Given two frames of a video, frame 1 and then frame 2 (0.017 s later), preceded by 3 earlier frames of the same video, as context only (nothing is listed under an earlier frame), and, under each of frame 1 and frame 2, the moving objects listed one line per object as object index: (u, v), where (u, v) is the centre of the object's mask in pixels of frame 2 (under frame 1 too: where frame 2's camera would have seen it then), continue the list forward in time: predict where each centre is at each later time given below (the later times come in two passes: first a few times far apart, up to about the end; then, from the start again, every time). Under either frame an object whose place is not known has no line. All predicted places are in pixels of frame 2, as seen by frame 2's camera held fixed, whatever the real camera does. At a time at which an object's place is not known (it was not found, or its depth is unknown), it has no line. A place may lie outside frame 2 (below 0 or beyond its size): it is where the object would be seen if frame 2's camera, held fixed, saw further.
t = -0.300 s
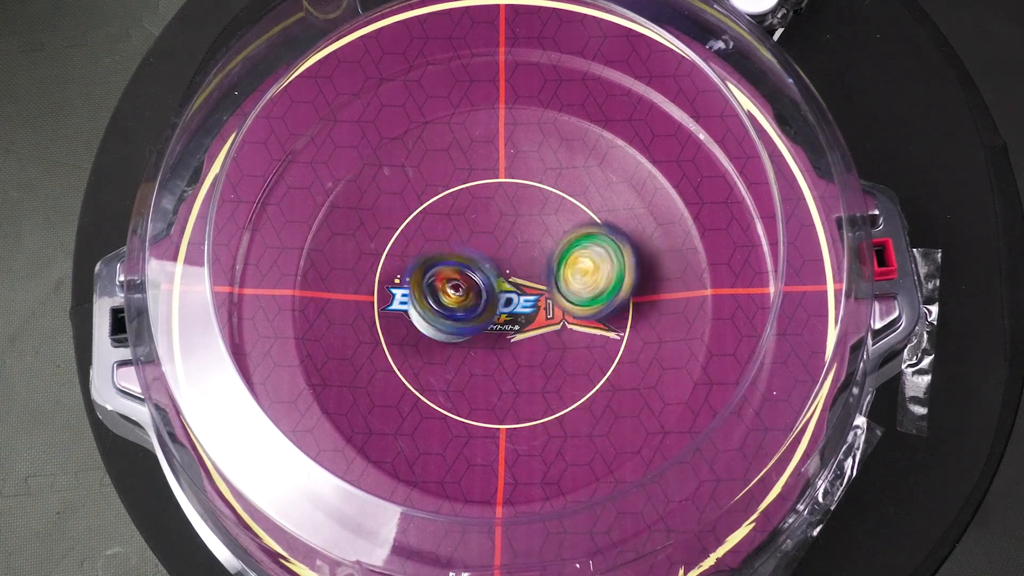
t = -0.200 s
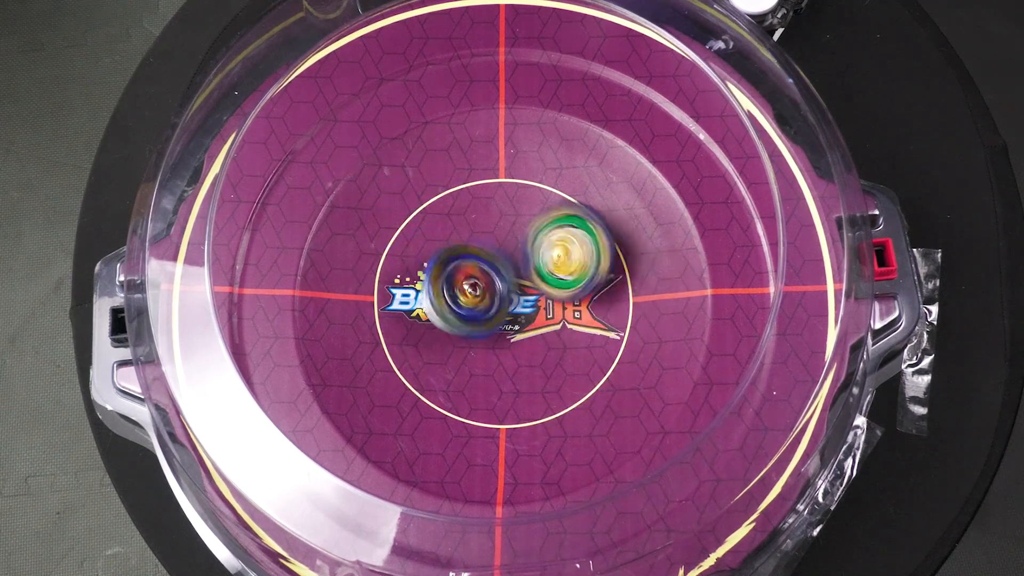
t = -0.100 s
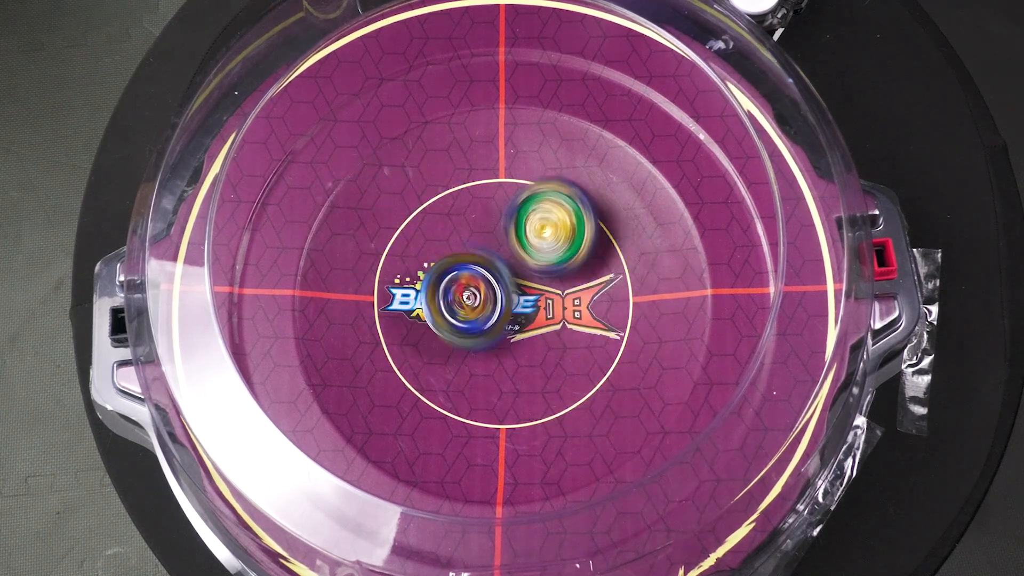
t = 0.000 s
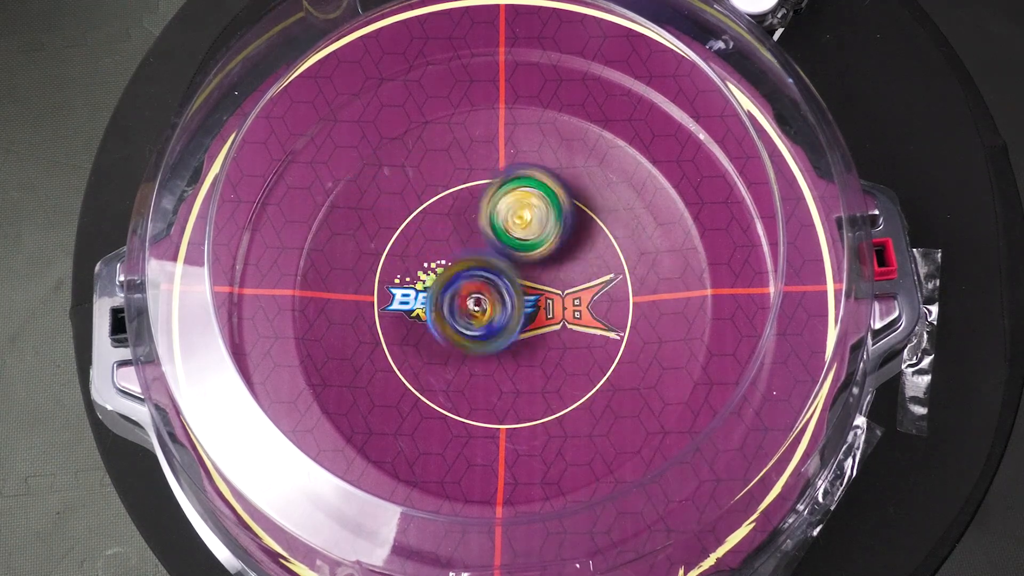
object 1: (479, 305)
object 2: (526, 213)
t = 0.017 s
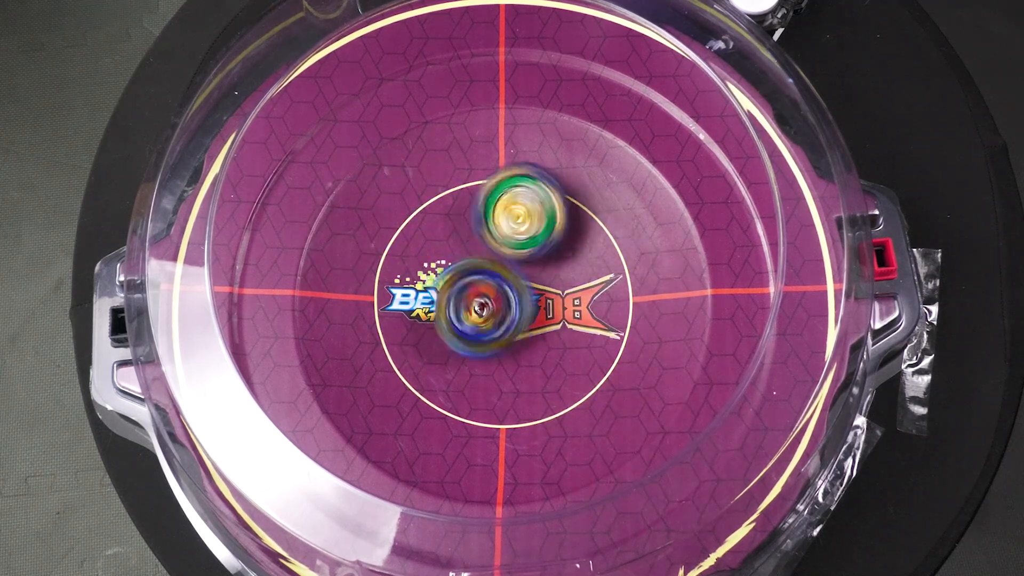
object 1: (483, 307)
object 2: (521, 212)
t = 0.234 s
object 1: (509, 314)
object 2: (467, 230)
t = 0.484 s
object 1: (531, 327)
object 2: (431, 283)
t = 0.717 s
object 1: (542, 322)
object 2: (418, 315)
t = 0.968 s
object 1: (548, 279)
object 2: (466, 334)
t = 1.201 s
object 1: (480, 264)
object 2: (509, 353)
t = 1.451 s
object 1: (458, 276)
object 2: (544, 334)
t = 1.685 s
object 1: (468, 266)
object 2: (552, 318)
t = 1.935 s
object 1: (469, 265)
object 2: (555, 316)
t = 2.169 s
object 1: (469, 265)
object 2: (551, 321)
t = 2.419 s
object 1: (469, 265)
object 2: (552, 320)
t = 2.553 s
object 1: (469, 265)
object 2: (552, 320)
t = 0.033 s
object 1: (485, 311)
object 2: (517, 212)
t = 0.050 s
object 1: (485, 311)
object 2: (513, 212)
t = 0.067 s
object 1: (485, 309)
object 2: (508, 212)
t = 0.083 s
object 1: (490, 306)
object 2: (503, 212)
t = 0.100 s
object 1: (493, 306)
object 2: (498, 212)
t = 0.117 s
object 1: (497, 305)
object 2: (494, 213)
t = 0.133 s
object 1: (501, 311)
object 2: (490, 216)
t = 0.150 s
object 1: (500, 312)
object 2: (485, 217)
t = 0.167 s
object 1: (501, 311)
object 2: (481, 221)
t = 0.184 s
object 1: (500, 310)
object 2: (477, 222)
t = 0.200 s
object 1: (504, 308)
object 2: (473, 225)
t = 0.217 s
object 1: (506, 309)
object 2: (469, 226)
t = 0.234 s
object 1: (509, 314)
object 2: (467, 230)
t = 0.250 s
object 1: (513, 317)
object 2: (462, 232)
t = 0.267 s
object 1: (515, 320)
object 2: (459, 236)
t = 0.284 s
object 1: (518, 321)
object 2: (456, 239)
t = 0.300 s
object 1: (519, 322)
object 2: (453, 242)
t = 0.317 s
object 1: (521, 321)
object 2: (450, 246)
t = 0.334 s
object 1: (524, 321)
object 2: (448, 248)
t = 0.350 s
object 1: (526, 320)
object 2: (446, 252)
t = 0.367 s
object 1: (527, 321)
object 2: (444, 257)
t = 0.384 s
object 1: (529, 323)
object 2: (442, 261)
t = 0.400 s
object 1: (527, 326)
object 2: (442, 265)
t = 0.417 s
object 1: (525, 328)
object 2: (441, 271)
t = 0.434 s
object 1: (524, 328)
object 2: (440, 275)
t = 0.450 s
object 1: (524, 327)
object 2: (437, 278)
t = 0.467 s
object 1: (526, 326)
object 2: (435, 281)
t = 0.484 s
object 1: (531, 327)
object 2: (431, 283)
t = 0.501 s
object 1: (534, 328)
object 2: (428, 286)
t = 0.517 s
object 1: (536, 327)
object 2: (424, 289)
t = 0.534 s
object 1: (539, 330)
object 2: (422, 291)
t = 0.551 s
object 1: (538, 332)
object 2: (420, 294)
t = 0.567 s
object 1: (535, 333)
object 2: (419, 297)
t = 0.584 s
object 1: (533, 335)
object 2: (419, 299)
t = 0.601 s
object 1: (528, 336)
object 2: (420, 301)
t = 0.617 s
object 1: (525, 335)
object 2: (421, 303)
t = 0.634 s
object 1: (523, 331)
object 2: (421, 305)
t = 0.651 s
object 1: (527, 330)
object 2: (420, 306)
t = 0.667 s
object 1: (530, 328)
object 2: (416, 309)
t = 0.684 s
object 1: (534, 325)
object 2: (415, 311)
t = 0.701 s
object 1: (539, 324)
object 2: (415, 313)
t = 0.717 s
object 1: (542, 322)
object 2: (418, 315)
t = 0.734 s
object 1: (543, 321)
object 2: (420, 316)
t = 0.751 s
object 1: (544, 321)
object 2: (422, 318)
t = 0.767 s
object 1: (545, 320)
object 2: (424, 320)
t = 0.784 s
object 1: (544, 319)
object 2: (428, 322)
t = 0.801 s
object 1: (546, 317)
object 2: (431, 322)
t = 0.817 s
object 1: (547, 315)
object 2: (435, 323)
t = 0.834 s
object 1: (547, 312)
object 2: (439, 324)
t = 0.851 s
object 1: (546, 310)
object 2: (444, 325)
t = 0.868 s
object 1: (545, 307)
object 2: (449, 327)
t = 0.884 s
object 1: (546, 303)
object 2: (452, 328)
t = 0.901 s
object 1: (548, 298)
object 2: (453, 331)
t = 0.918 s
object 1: (549, 293)
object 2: (455, 334)
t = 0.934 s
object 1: (549, 288)
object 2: (458, 334)
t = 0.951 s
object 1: (549, 284)
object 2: (461, 335)
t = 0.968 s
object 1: (548, 279)
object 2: (466, 334)
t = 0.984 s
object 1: (545, 274)
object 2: (469, 334)
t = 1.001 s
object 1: (542, 267)
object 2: (473, 336)
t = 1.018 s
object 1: (538, 262)
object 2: (476, 338)
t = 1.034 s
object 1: (533, 257)
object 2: (479, 340)
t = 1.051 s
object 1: (527, 253)
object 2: (482, 342)
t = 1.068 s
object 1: (522, 251)
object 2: (487, 343)
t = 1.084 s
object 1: (515, 250)
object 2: (490, 343)
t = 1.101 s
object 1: (510, 250)
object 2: (493, 344)
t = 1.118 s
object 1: (504, 252)
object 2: (496, 345)
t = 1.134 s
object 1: (498, 253)
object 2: (499, 347)
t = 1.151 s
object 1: (492, 254)
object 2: (501, 349)
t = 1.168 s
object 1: (487, 256)
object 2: (504, 351)
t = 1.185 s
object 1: (483, 259)
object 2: (506, 352)
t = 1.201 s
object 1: (480, 264)
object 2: (509, 353)
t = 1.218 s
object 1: (477, 268)
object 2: (511, 353)
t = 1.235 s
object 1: (475, 270)
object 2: (513, 353)
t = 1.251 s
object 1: (473, 274)
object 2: (515, 353)
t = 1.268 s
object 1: (472, 277)
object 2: (517, 353)
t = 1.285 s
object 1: (471, 279)
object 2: (520, 352)
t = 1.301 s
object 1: (470, 280)
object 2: (521, 350)
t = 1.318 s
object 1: (468, 280)
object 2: (523, 349)
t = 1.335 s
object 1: (460, 283)
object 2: (526, 348)
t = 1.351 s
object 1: (460, 282)
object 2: (529, 347)
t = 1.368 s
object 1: (459, 282)
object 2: (532, 345)
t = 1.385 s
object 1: (458, 280)
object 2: (534, 343)
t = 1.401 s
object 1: (457, 279)
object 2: (537, 341)
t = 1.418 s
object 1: (458, 278)
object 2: (539, 339)
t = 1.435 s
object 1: (458, 277)
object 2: (542, 337)
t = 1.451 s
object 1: (458, 276)
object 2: (544, 334)
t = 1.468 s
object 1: (458, 274)
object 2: (546, 331)
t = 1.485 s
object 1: (460, 273)
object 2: (547, 329)
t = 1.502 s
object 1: (460, 272)
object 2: (549, 327)
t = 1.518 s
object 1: (461, 271)
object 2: (550, 325)
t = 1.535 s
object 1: (461, 271)
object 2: (551, 324)
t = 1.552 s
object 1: (462, 270)
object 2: (552, 322)
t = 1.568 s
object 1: (463, 269)
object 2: (553, 321)
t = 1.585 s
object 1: (464, 269)
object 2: (553, 320)
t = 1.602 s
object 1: (464, 268)
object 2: (553, 319)
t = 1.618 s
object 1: (465, 268)
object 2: (552, 318)
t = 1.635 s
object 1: (466, 267)
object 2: (552, 318)
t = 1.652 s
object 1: (467, 267)
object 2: (552, 318)
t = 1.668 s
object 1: (468, 266)
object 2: (552, 318)
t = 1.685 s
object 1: (468, 266)
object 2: (552, 318)
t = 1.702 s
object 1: (467, 265)
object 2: (553, 318)
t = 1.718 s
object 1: (467, 265)
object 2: (554, 317)
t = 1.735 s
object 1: (467, 265)
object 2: (554, 317)
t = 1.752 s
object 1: (468, 265)
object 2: (555, 316)
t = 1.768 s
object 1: (467, 265)
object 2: (555, 315)
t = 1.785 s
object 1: (467, 265)
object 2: (555, 315)
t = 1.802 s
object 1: (467, 265)
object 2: (556, 314)
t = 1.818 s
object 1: (467, 265)
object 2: (556, 314)
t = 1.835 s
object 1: (468, 265)
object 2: (556, 314)
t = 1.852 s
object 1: (468, 265)
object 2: (556, 314)
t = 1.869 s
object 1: (469, 265)
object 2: (556, 314)
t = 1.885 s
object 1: (469, 265)
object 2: (555, 314)
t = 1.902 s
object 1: (469, 265)
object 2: (555, 315)
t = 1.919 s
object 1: (469, 265)
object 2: (555, 315)
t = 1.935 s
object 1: (469, 265)
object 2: (555, 316)
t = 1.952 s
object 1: (469, 265)
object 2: (555, 316)
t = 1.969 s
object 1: (469, 265)
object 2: (554, 316)
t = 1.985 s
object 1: (469, 265)
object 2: (554, 317)
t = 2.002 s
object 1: (469, 265)
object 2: (554, 317)
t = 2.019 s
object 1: (469, 265)
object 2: (553, 318)
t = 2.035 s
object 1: (469, 265)
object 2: (553, 318)
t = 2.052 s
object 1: (469, 265)
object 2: (553, 319)
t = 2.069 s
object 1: (469, 265)
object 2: (552, 319)
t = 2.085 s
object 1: (469, 265)
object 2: (552, 320)
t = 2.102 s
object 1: (469, 265)
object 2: (552, 320)
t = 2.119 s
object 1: (469, 265)
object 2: (552, 320)
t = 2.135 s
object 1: (469, 265)
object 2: (552, 321)
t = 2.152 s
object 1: (469, 265)
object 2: (551, 321)
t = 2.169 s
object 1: (469, 265)
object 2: (551, 321)
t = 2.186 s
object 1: (469, 265)
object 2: (552, 320)
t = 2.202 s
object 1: (469, 265)
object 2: (552, 321)
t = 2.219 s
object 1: (469, 265)
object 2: (552, 321)
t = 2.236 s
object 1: (469, 265)
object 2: (552, 320)
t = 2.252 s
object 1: (469, 265)
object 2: (552, 320)
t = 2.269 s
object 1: (469, 265)
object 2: (552, 320)
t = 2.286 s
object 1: (469, 265)
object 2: (552, 321)
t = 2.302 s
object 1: (469, 265)
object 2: (552, 320)
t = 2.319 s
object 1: (469, 265)
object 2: (552, 321)
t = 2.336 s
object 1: (469, 265)
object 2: (552, 321)
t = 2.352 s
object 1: (469, 265)
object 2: (552, 320)
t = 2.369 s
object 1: (469, 265)
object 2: (552, 321)
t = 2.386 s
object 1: (469, 265)
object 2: (552, 320)
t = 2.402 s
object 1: (469, 265)
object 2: (552, 321)
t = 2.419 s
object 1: (469, 265)
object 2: (552, 320)
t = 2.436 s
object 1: (469, 265)
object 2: (552, 320)
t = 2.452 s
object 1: (469, 265)
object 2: (552, 320)
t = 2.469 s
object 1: (469, 265)
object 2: (552, 321)
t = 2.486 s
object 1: (469, 265)
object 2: (552, 320)
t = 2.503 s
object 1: (469, 265)
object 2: (552, 321)
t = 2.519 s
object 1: (469, 265)
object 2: (552, 321)
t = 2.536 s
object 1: (469, 265)
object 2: (552, 320)
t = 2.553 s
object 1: (469, 265)
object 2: (552, 320)
